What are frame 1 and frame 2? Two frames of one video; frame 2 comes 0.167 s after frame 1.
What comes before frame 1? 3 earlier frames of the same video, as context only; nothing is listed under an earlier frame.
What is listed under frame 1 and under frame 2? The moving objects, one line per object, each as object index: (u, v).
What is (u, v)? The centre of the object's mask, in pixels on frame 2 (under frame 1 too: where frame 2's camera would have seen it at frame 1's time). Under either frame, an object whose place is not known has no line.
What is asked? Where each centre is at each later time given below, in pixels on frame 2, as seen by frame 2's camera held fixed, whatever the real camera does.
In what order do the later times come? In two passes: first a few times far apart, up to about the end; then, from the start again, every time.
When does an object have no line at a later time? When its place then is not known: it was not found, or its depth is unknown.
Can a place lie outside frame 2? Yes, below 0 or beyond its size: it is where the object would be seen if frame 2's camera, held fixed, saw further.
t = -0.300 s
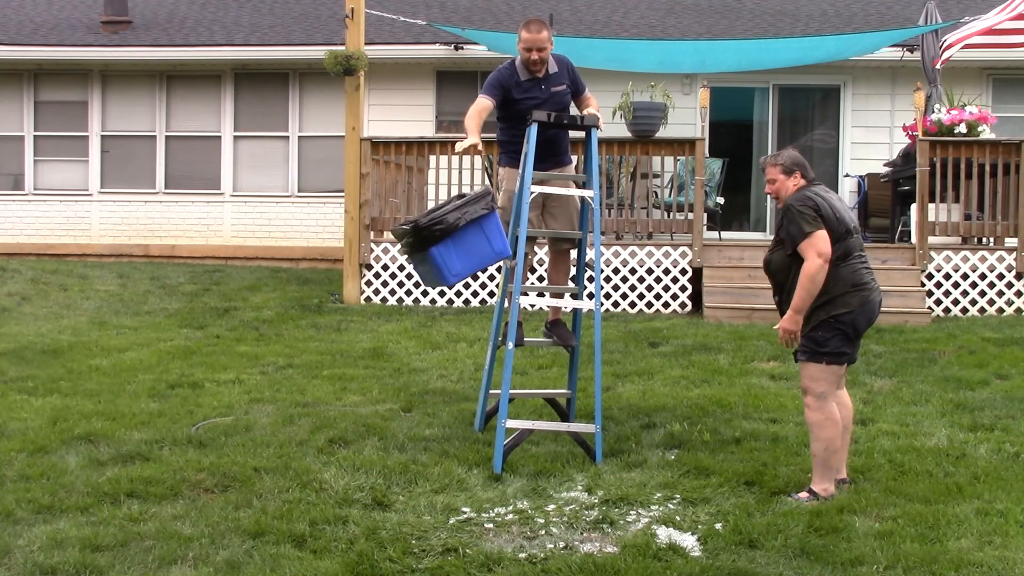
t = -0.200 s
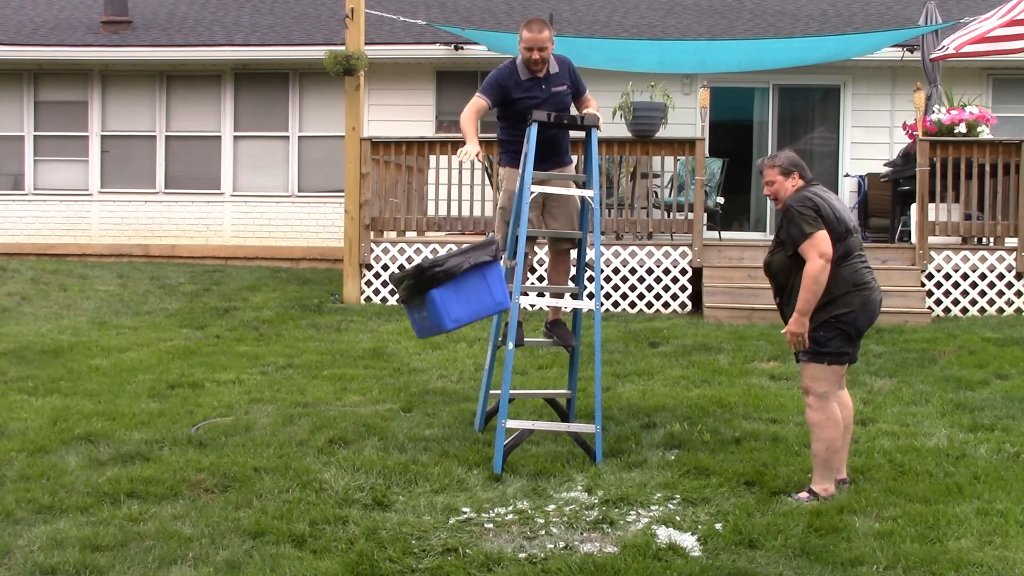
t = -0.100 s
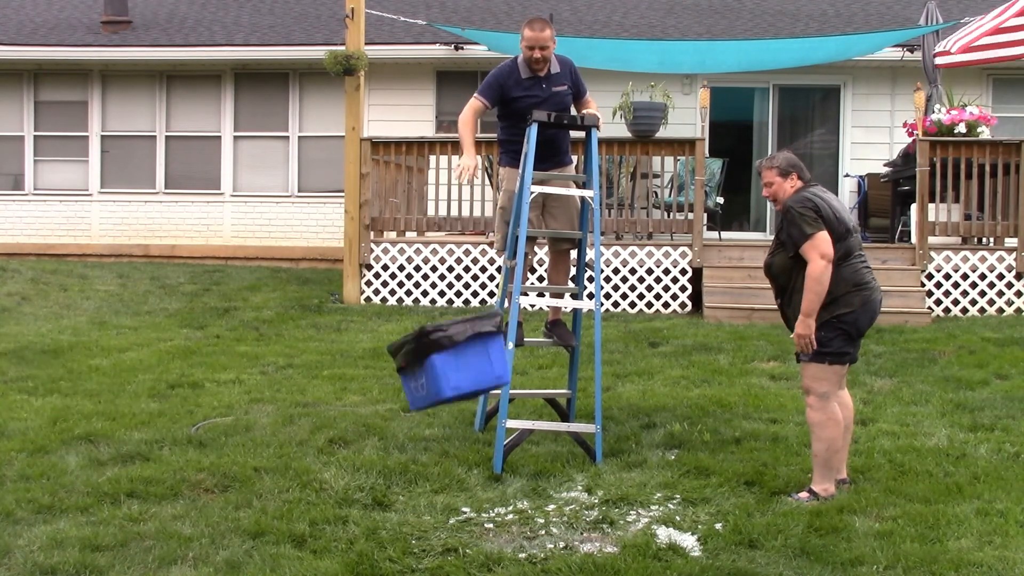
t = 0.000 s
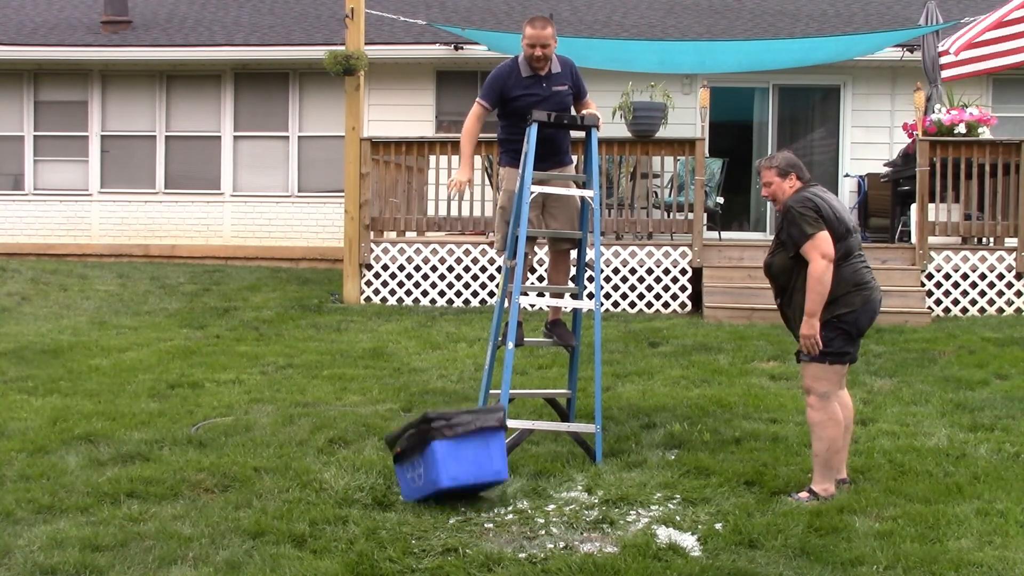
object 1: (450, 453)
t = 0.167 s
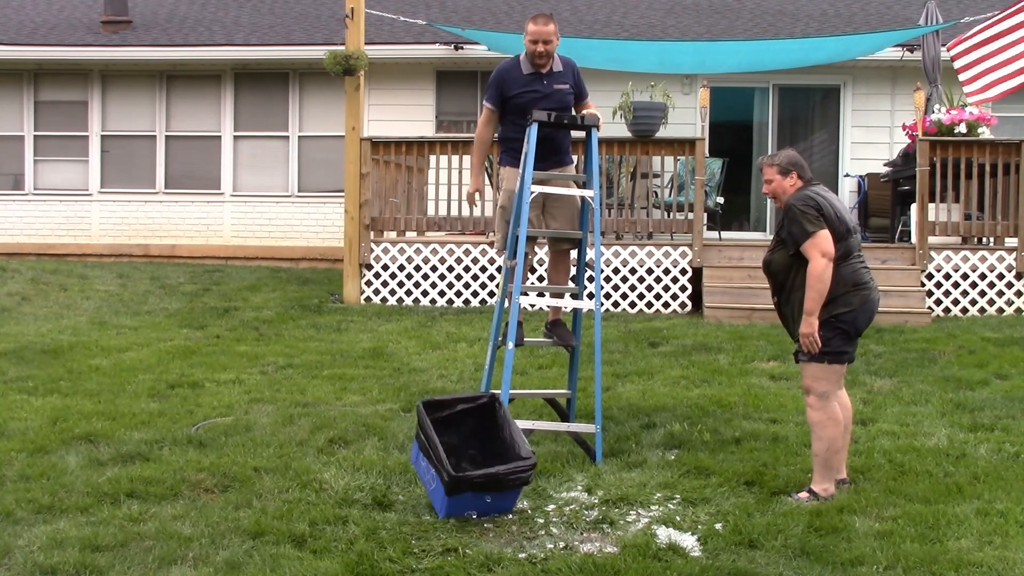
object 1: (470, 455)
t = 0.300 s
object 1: (482, 457)
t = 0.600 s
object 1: (497, 473)
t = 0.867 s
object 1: (496, 474)
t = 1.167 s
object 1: (496, 475)
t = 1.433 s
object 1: (496, 475)
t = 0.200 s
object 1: (474, 455)
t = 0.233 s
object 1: (477, 454)
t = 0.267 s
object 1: (480, 455)
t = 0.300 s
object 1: (482, 457)
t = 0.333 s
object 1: (484, 459)
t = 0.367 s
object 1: (487, 462)
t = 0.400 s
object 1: (489, 466)
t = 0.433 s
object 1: (491, 469)
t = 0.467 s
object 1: (492, 472)
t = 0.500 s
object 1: (494, 473)
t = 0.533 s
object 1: (495, 473)
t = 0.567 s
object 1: (496, 473)
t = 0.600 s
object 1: (497, 473)
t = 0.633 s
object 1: (497, 474)
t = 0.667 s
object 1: (498, 475)
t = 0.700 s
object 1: (498, 475)
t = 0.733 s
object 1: (498, 475)
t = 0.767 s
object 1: (498, 474)
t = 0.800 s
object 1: (497, 474)
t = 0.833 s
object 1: (497, 474)
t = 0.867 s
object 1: (496, 474)
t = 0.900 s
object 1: (496, 474)
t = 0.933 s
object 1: (495, 474)
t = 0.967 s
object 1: (496, 475)
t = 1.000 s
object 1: (496, 475)
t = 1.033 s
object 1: (496, 475)
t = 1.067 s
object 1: (496, 475)
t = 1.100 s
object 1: (496, 475)
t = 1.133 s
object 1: (496, 475)
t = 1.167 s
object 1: (496, 475)
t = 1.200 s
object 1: (496, 475)
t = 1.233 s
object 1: (496, 475)
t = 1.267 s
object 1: (496, 475)
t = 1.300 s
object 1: (496, 475)
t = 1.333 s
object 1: (496, 475)
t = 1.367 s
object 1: (496, 475)
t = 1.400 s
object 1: (496, 475)
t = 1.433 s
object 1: (496, 475)
